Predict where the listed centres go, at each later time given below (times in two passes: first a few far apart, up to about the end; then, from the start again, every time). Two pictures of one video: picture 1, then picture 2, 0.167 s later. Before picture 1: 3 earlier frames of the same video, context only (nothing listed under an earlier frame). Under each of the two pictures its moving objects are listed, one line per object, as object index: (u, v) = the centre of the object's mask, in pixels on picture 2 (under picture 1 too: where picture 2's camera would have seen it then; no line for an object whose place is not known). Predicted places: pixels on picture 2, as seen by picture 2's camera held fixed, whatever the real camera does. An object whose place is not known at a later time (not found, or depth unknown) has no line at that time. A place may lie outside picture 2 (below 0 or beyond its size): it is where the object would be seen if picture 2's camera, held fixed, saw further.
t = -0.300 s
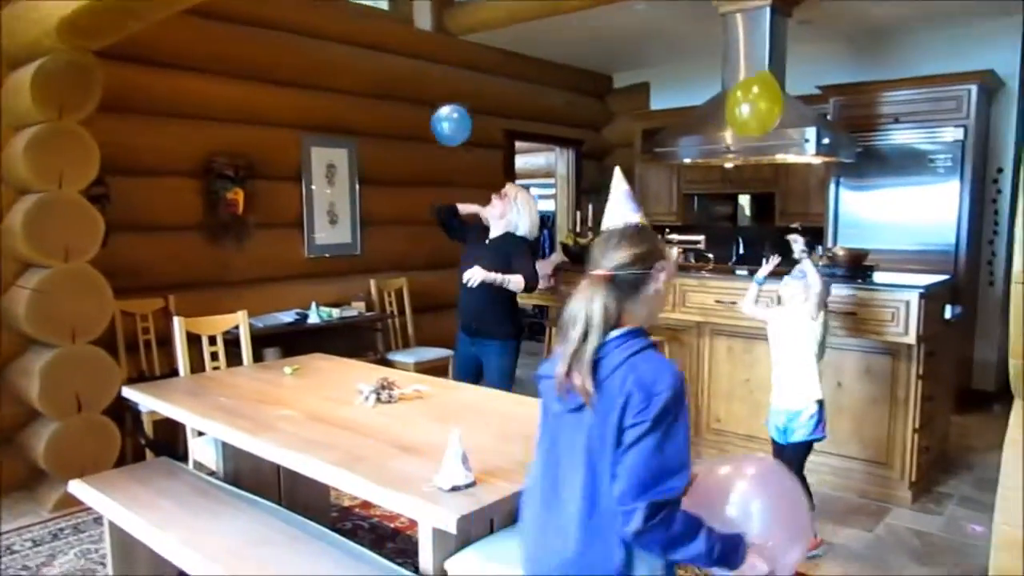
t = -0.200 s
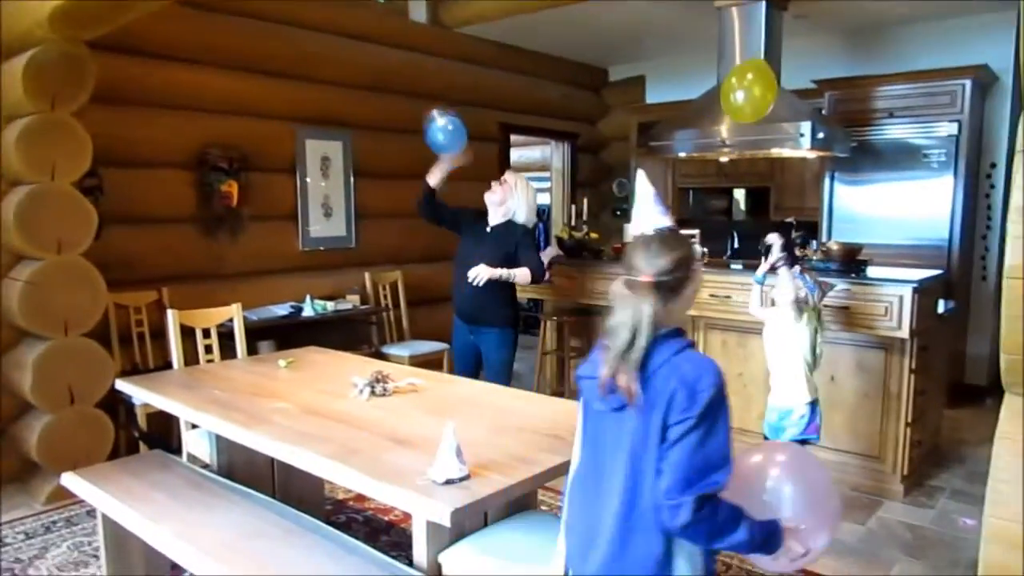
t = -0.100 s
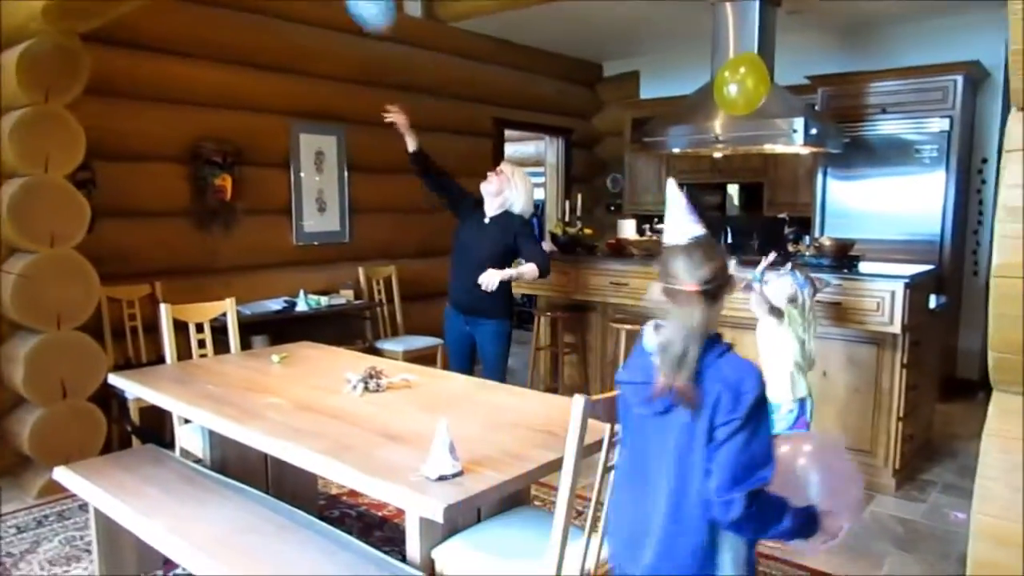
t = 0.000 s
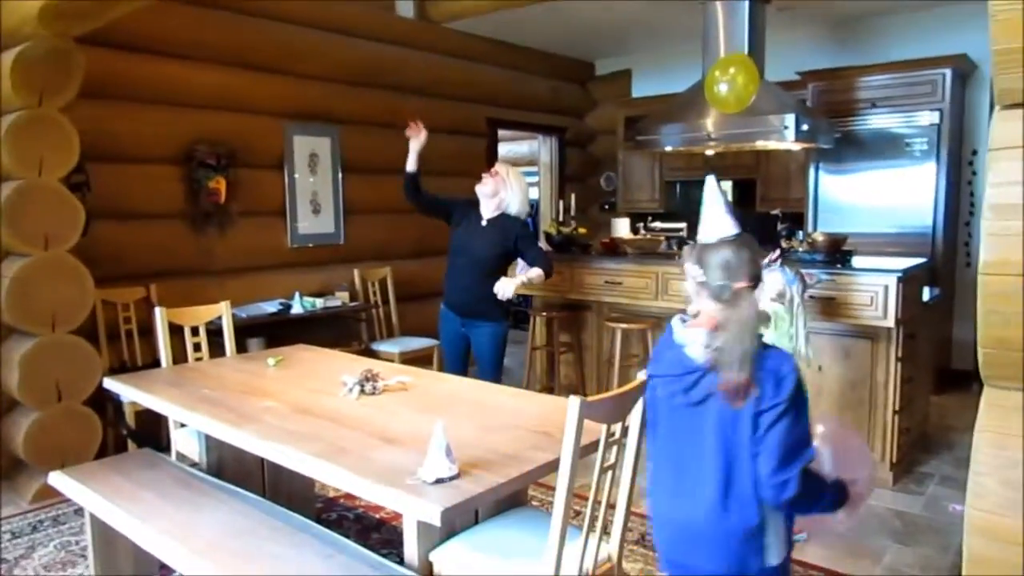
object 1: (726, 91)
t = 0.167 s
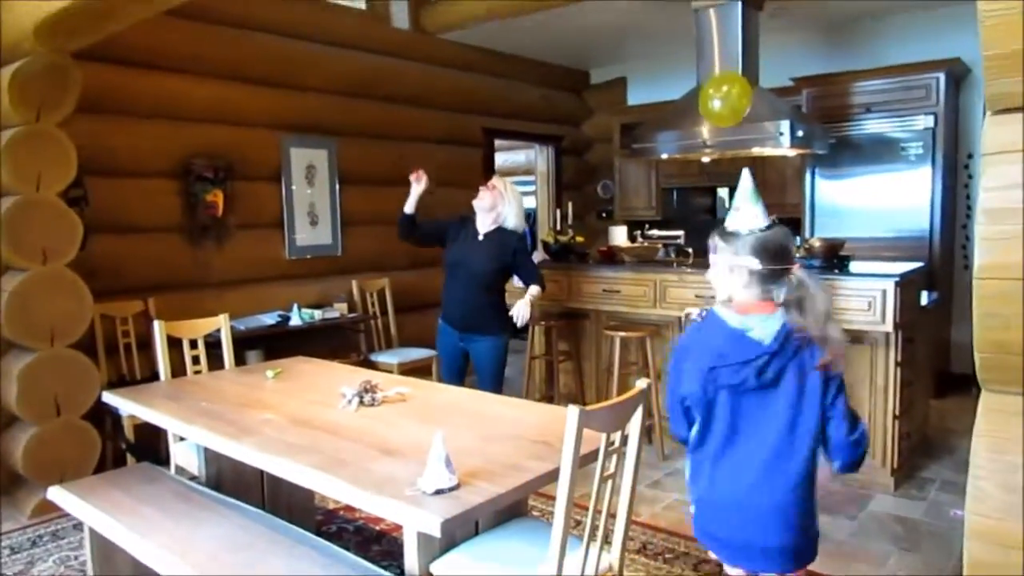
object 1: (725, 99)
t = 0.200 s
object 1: (725, 102)
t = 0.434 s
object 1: (724, 127)
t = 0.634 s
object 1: (726, 164)
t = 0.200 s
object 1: (725, 102)
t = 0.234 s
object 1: (725, 104)
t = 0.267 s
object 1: (724, 107)
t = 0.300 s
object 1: (724, 111)
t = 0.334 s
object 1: (724, 115)
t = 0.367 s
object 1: (724, 119)
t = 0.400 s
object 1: (724, 122)
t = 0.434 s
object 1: (724, 127)
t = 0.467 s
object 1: (724, 132)
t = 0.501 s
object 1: (725, 138)
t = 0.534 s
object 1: (725, 144)
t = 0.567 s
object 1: (726, 151)
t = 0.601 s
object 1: (726, 157)
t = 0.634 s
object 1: (726, 164)
